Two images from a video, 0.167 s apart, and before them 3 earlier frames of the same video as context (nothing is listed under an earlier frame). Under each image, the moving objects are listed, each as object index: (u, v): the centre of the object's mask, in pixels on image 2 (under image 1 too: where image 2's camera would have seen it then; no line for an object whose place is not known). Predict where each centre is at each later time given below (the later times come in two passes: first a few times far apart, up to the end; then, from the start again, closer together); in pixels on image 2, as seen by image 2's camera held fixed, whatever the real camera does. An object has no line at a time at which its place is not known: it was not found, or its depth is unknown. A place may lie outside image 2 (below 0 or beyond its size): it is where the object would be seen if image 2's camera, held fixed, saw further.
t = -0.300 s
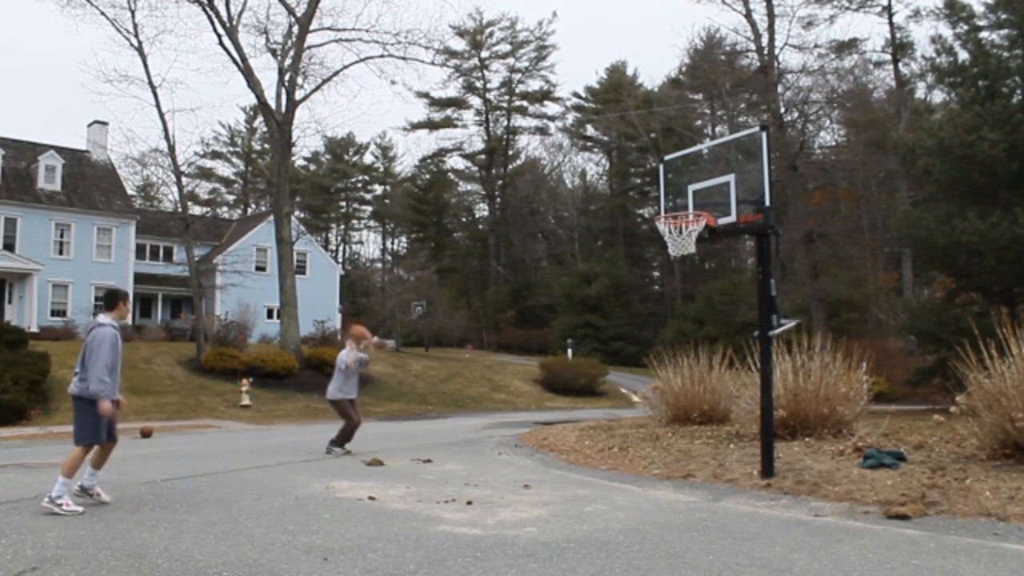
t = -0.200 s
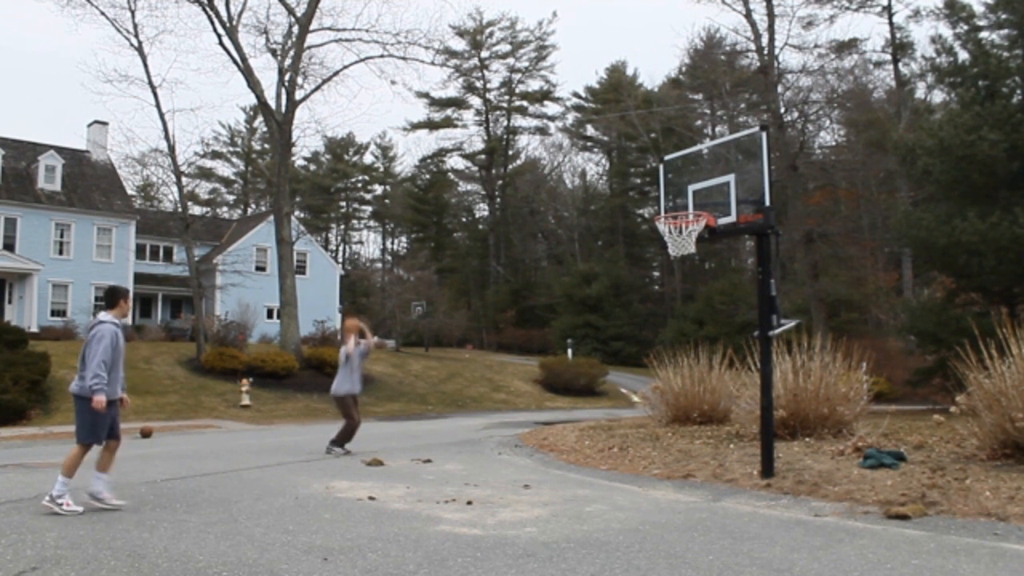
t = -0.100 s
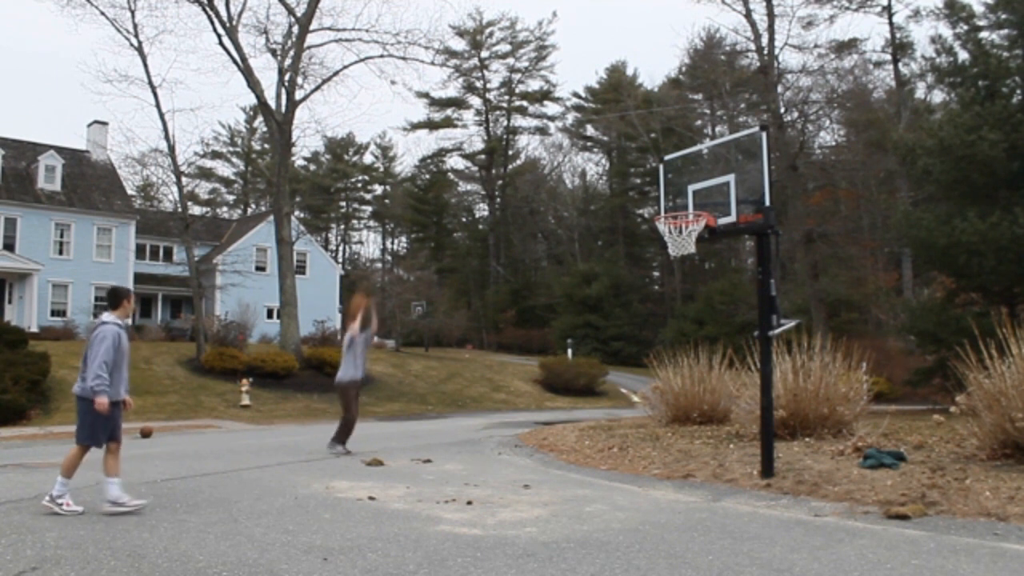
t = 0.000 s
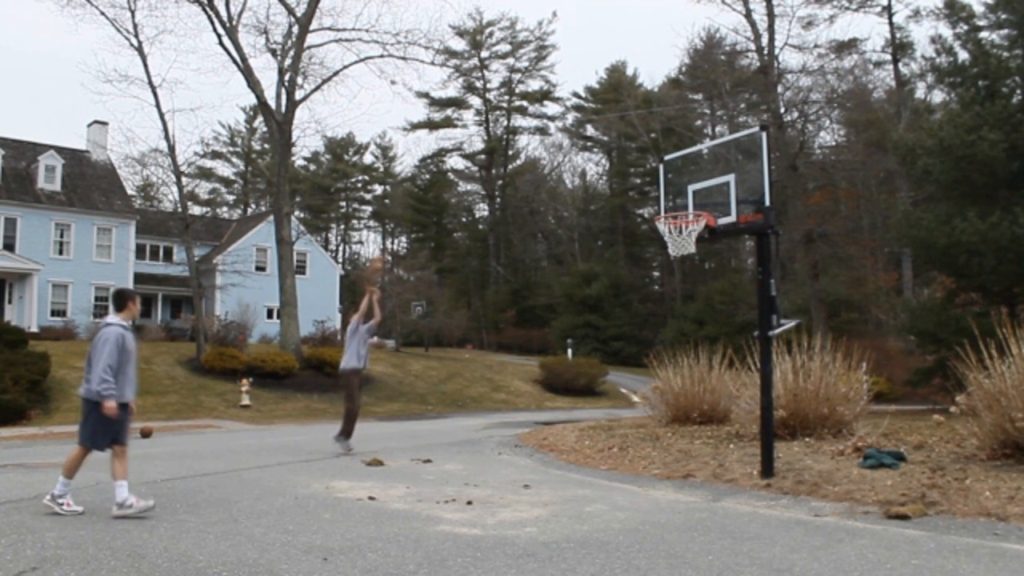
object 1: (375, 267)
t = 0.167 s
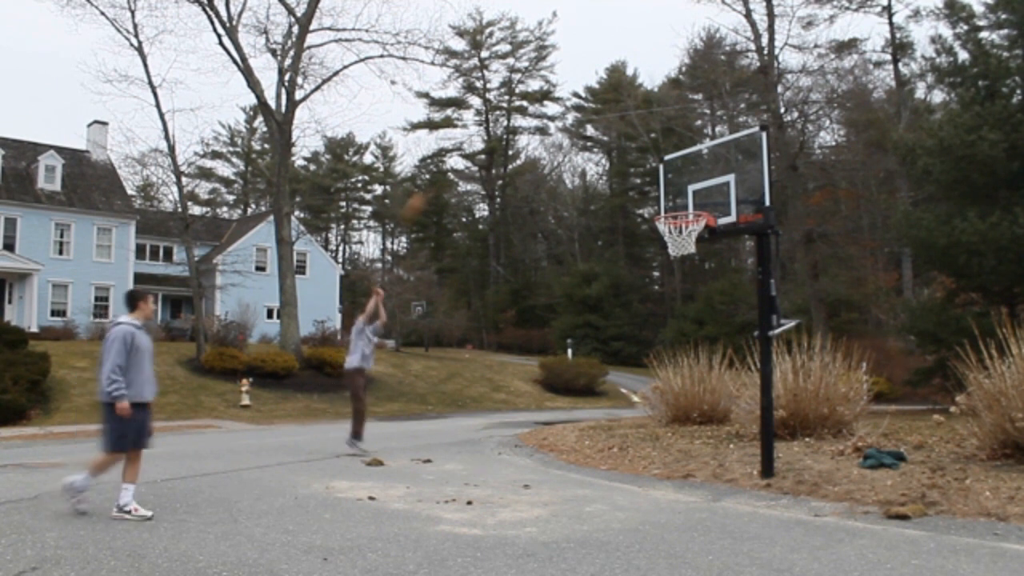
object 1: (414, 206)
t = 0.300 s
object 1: (451, 167)
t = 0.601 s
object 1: (537, 130)
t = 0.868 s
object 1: (631, 161)
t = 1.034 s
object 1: (686, 222)
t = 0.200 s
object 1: (422, 196)
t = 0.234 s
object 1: (431, 186)
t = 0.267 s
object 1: (438, 179)
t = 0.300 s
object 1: (451, 167)
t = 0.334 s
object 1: (458, 162)
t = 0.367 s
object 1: (467, 154)
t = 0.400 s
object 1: (475, 149)
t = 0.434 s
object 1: (488, 144)
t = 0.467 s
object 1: (494, 140)
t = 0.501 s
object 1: (503, 137)
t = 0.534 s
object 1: (513, 133)
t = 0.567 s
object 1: (522, 132)
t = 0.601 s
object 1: (537, 130)
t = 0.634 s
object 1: (547, 130)
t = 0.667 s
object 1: (558, 132)
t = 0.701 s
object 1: (569, 134)
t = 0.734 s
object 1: (578, 137)
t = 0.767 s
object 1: (593, 142)
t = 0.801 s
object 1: (608, 146)
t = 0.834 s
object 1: (619, 153)
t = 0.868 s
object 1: (631, 161)
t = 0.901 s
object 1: (642, 167)
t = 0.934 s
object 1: (658, 180)
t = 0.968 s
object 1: (670, 191)
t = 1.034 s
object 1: (686, 222)
